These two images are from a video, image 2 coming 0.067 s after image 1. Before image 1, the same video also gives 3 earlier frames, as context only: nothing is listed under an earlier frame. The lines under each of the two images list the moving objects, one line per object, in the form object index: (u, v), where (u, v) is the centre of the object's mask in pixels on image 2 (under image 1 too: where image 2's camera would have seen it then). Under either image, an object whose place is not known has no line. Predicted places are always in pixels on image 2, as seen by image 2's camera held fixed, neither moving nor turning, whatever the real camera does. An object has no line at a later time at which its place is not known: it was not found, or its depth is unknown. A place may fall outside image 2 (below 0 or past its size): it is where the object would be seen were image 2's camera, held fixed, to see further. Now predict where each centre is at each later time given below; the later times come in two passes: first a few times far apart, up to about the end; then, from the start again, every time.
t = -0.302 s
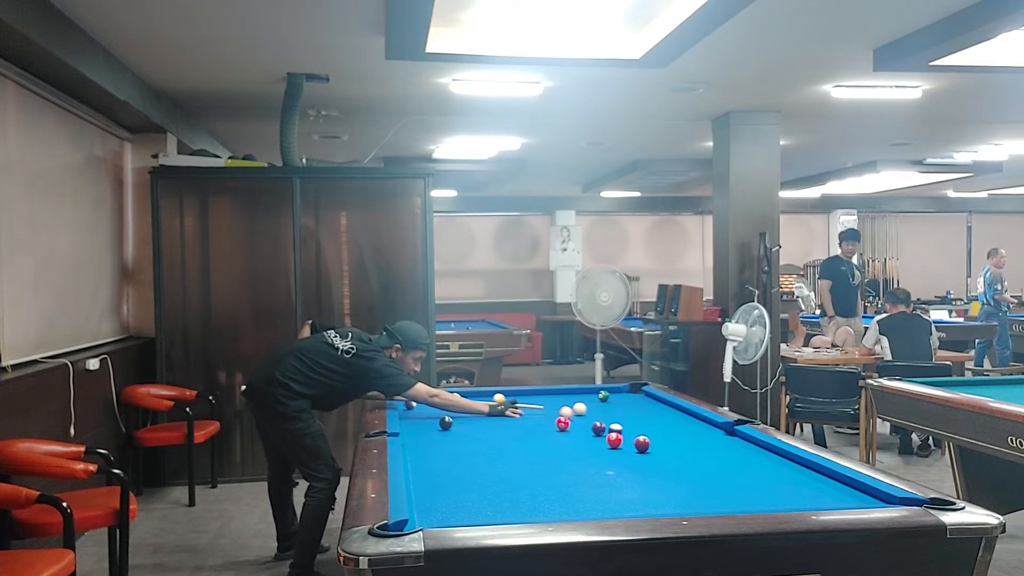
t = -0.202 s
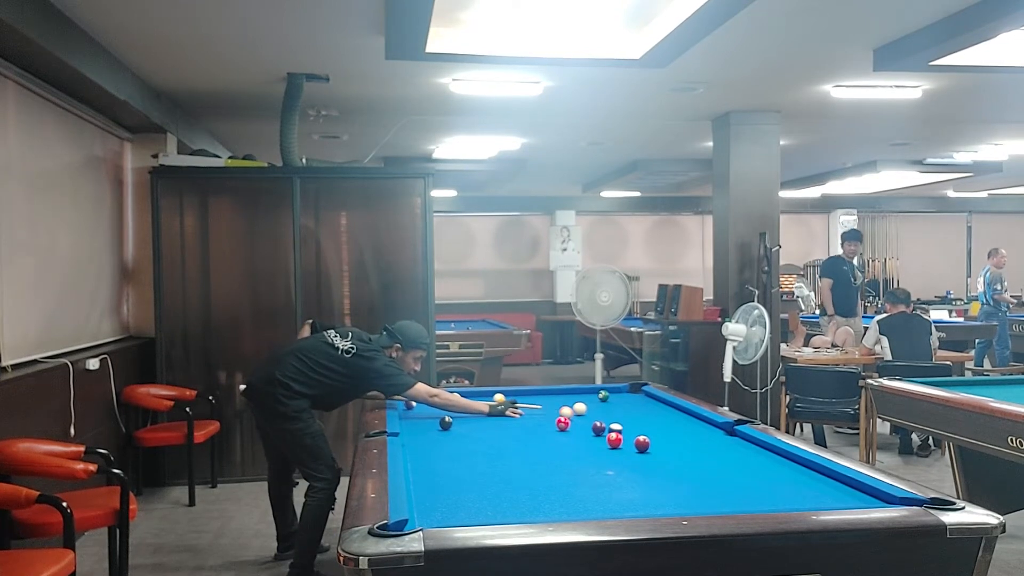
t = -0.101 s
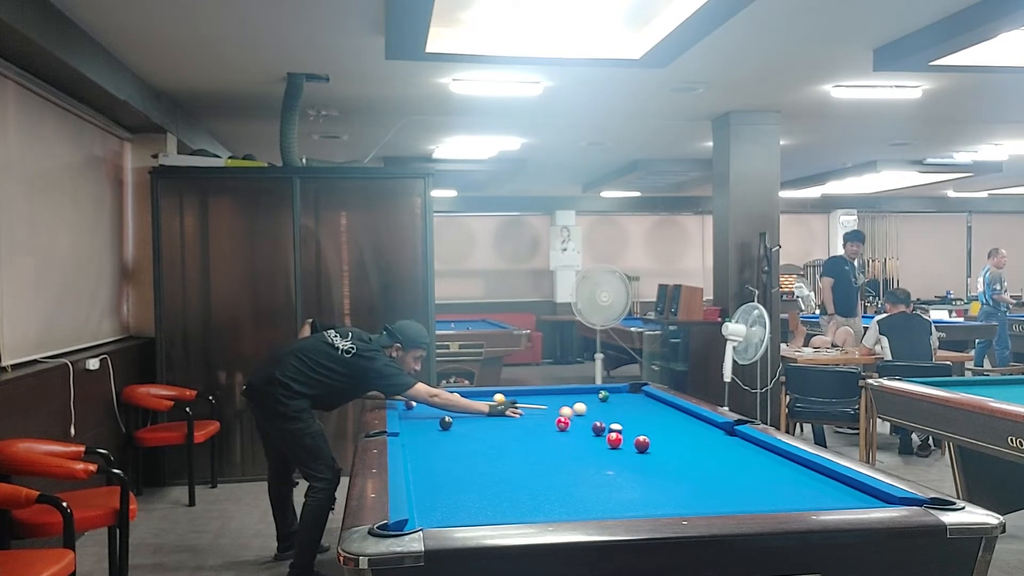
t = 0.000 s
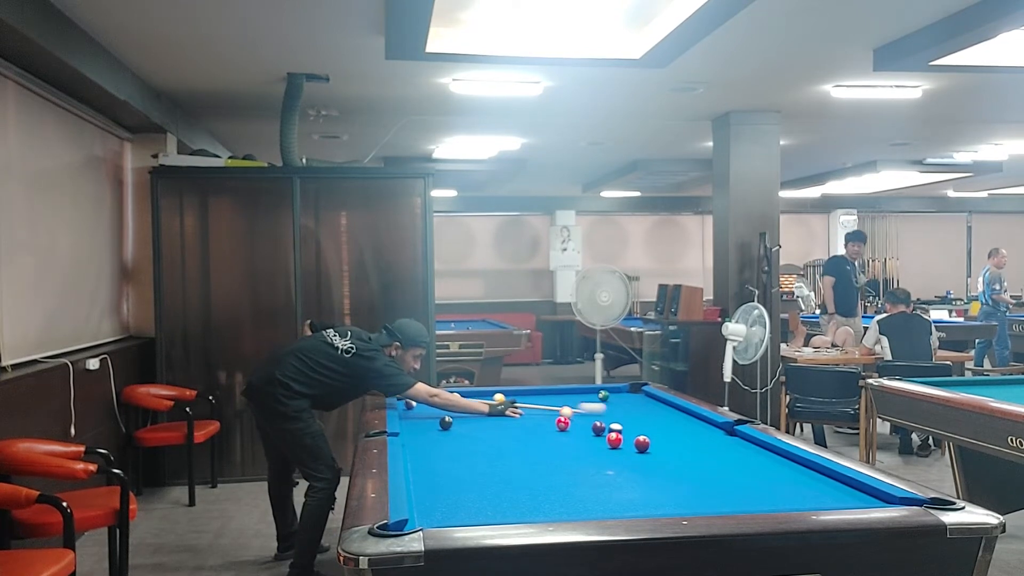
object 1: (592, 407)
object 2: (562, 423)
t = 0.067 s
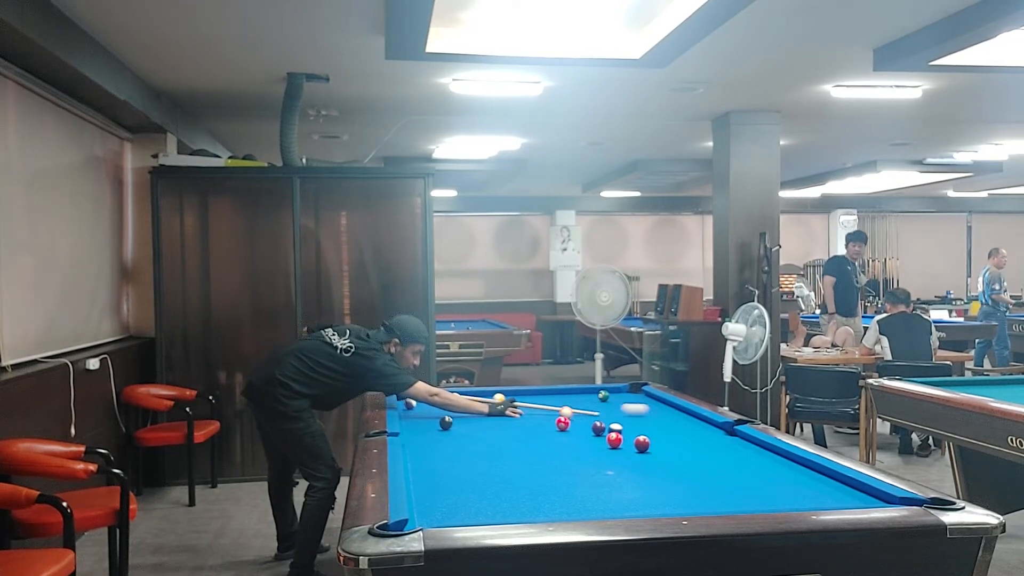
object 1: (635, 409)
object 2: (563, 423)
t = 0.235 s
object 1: (663, 412)
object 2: (563, 423)
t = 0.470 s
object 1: (606, 417)
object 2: (563, 423)
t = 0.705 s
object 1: (552, 419)
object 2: (560, 425)
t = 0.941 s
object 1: (509, 420)
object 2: (551, 430)
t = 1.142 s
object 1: (471, 420)
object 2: (544, 434)
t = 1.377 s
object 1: (435, 416)
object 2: (535, 439)
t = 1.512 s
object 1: (419, 418)
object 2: (530, 441)
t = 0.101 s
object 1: (656, 409)
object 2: (562, 423)
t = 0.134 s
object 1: (676, 410)
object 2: (562, 423)
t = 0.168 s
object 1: (682, 411)
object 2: (563, 423)
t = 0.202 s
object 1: (672, 412)
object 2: (563, 423)
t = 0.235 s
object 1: (663, 412)
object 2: (563, 423)
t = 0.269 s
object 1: (653, 413)
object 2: (563, 423)
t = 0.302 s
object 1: (645, 414)
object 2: (563, 423)
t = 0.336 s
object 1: (637, 414)
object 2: (562, 423)
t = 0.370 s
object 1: (629, 415)
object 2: (563, 423)
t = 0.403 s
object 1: (622, 416)
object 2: (563, 423)
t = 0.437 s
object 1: (614, 416)
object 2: (563, 423)
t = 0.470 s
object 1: (606, 417)
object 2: (563, 423)
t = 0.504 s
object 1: (599, 416)
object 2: (563, 423)
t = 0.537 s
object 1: (590, 418)
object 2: (563, 423)
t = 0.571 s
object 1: (583, 419)
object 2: (563, 423)
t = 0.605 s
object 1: (576, 420)
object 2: (563, 423)
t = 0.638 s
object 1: (571, 419)
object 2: (562, 424)
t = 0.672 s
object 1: (558, 417)
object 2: (561, 425)
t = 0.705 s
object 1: (552, 419)
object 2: (560, 425)
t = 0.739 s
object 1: (547, 420)
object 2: (559, 426)
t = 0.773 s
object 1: (541, 420)
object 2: (557, 426)
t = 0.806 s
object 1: (535, 420)
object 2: (556, 427)
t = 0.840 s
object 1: (528, 420)
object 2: (555, 428)
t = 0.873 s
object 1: (522, 420)
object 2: (554, 428)
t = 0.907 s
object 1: (515, 420)
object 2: (552, 429)
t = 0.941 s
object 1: (509, 420)
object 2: (551, 430)
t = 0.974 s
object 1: (503, 420)
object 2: (550, 430)
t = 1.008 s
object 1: (497, 420)
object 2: (549, 431)
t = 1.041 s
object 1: (490, 420)
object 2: (547, 431)
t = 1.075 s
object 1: (484, 420)
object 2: (546, 432)
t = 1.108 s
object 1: (478, 420)
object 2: (545, 433)
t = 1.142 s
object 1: (471, 420)
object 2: (544, 434)
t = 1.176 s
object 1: (465, 420)
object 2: (542, 434)
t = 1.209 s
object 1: (460, 420)
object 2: (541, 435)
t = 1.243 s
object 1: (455, 420)
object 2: (540, 436)
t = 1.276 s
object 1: (451, 419)
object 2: (539, 436)
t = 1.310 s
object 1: (446, 417)
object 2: (537, 437)
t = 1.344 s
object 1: (440, 416)
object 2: (536, 438)
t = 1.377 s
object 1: (435, 416)
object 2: (535, 439)
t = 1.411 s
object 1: (431, 417)
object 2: (533, 439)
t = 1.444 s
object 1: (427, 418)
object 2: (532, 440)
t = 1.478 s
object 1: (423, 418)
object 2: (531, 441)
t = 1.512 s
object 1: (419, 418)
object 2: (530, 441)
